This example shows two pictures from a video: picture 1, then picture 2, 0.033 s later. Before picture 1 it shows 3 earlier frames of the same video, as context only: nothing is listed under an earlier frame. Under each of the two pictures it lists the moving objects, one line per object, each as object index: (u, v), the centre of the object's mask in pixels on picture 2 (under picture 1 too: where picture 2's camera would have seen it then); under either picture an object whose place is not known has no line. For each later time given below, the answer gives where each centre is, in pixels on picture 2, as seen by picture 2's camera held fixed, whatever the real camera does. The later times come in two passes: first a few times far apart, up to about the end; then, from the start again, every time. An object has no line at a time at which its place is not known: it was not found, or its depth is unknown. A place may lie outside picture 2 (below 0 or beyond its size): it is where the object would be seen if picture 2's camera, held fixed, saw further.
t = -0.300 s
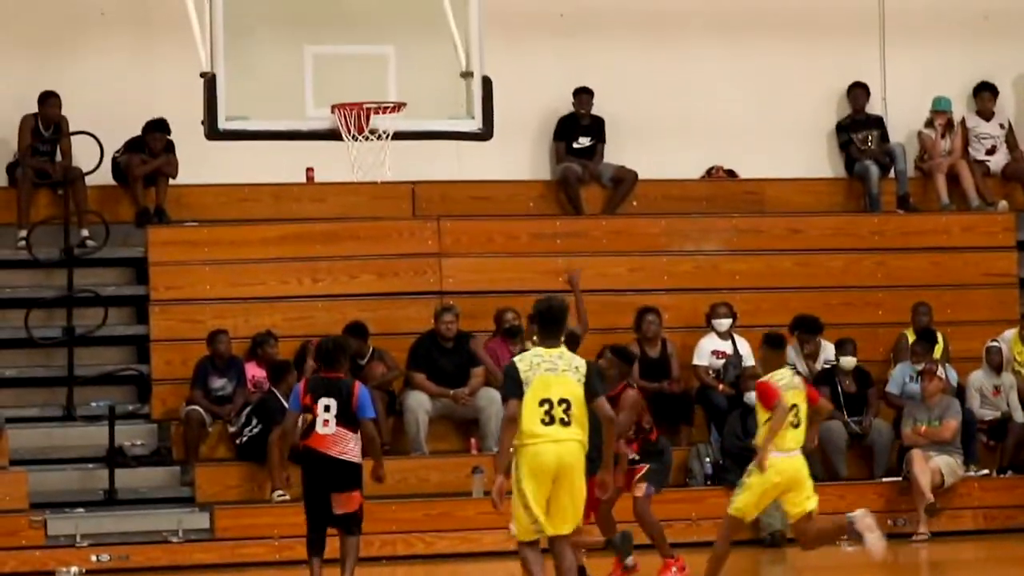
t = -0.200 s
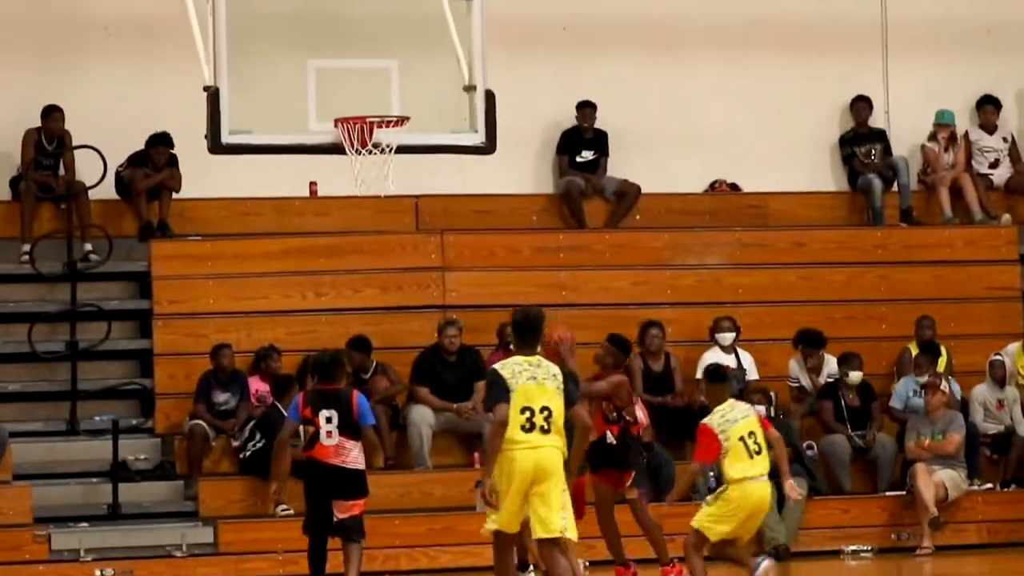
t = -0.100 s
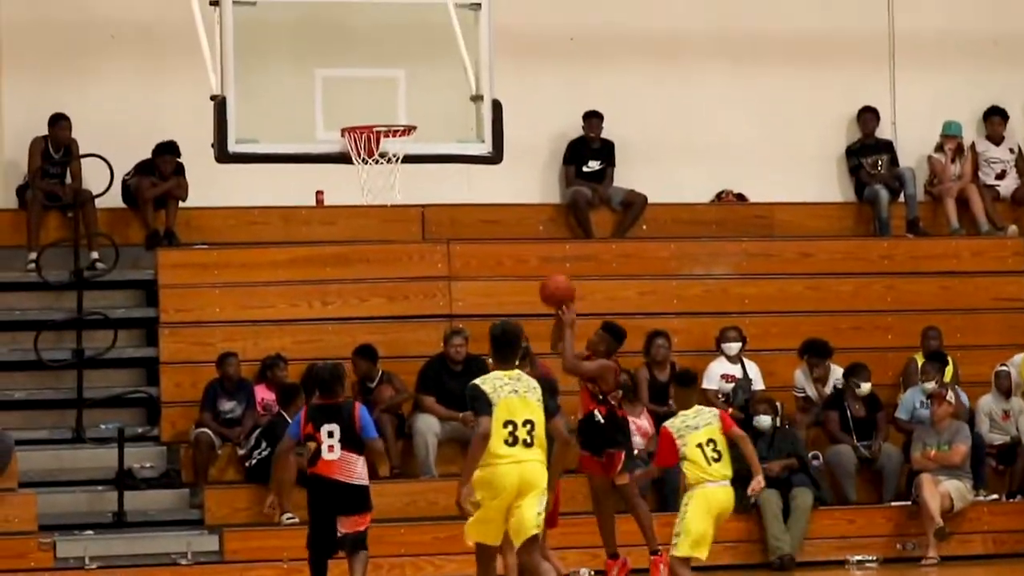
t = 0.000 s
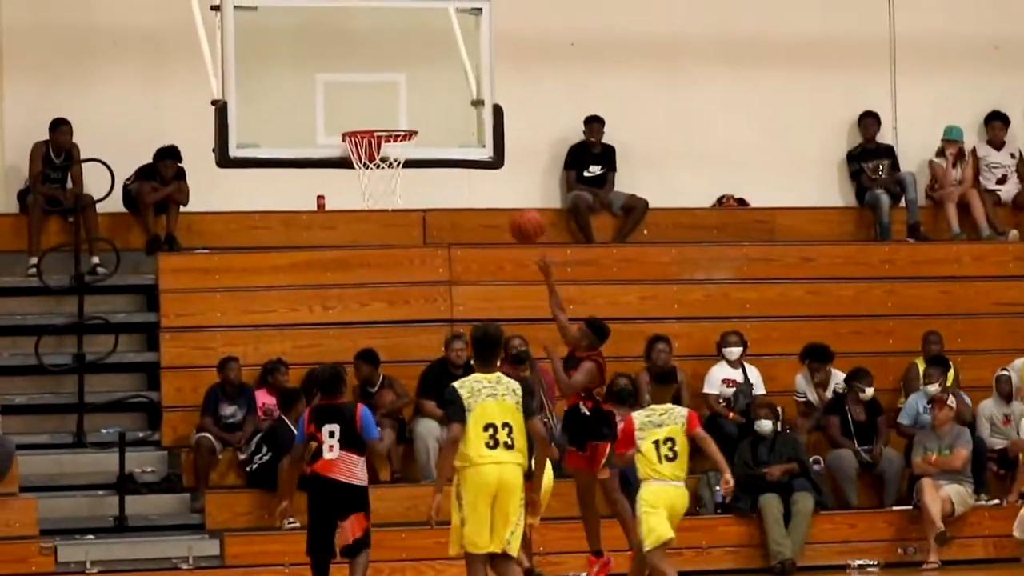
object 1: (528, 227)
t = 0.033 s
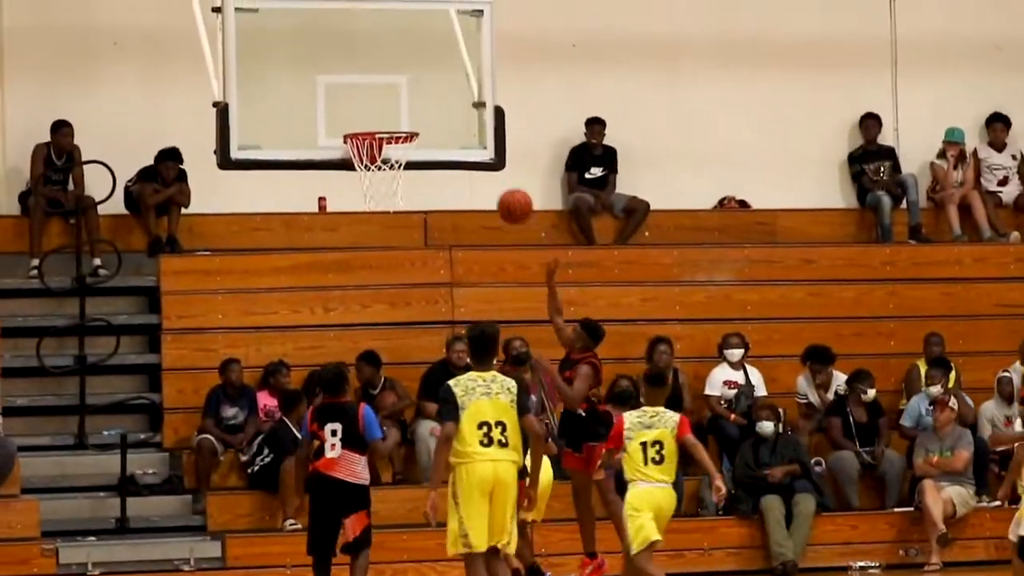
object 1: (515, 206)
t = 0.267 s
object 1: (423, 107)
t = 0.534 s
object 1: (379, 104)
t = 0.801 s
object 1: (395, 152)
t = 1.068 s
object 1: (366, 227)
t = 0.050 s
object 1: (508, 196)
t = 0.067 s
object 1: (501, 187)
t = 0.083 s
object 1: (494, 177)
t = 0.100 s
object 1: (488, 169)
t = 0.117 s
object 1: (482, 161)
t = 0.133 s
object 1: (476, 154)
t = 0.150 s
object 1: (469, 146)
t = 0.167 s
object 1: (463, 139)
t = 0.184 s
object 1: (456, 133)
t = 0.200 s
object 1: (449, 127)
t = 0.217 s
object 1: (442, 121)
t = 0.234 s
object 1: (436, 115)
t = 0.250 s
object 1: (430, 111)
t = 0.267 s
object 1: (423, 107)
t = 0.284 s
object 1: (417, 103)
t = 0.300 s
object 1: (411, 100)
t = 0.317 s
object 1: (405, 97)
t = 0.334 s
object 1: (401, 95)
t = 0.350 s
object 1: (399, 93)
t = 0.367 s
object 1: (397, 92)
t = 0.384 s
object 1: (395, 91)
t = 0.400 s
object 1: (393, 92)
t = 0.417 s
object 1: (391, 91)
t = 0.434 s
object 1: (389, 92)
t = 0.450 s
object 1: (388, 93)
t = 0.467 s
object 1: (386, 95)
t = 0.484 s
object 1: (384, 96)
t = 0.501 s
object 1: (382, 99)
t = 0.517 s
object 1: (380, 101)
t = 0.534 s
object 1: (379, 104)
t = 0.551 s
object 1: (376, 108)
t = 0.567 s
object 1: (375, 112)
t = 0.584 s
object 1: (373, 116)
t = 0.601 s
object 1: (371, 119)
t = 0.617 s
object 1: (370, 123)
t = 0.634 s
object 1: (372, 125)
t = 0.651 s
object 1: (375, 125)
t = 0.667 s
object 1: (380, 129)
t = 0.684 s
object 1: (384, 126)
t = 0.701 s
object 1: (388, 133)
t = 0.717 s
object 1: (392, 138)
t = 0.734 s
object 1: (395, 142)
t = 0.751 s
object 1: (399, 146)
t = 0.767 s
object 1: (397, 149)
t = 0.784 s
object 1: (397, 152)
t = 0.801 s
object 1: (395, 152)
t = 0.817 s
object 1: (395, 158)
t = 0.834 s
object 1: (393, 162)
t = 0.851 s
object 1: (392, 166)
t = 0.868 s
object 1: (389, 169)
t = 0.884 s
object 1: (388, 173)
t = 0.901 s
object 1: (385, 177)
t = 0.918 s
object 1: (383, 180)
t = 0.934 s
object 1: (382, 183)
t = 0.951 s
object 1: (379, 189)
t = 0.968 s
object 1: (377, 192)
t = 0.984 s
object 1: (376, 196)
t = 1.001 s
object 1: (373, 203)
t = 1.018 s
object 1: (372, 207)
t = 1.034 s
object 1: (370, 214)
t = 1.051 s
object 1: (367, 220)
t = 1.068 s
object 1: (366, 227)
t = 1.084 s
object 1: (364, 235)
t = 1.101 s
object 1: (362, 243)
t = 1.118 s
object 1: (361, 250)
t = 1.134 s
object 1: (360, 258)
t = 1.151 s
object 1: (357, 267)
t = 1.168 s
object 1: (355, 276)
